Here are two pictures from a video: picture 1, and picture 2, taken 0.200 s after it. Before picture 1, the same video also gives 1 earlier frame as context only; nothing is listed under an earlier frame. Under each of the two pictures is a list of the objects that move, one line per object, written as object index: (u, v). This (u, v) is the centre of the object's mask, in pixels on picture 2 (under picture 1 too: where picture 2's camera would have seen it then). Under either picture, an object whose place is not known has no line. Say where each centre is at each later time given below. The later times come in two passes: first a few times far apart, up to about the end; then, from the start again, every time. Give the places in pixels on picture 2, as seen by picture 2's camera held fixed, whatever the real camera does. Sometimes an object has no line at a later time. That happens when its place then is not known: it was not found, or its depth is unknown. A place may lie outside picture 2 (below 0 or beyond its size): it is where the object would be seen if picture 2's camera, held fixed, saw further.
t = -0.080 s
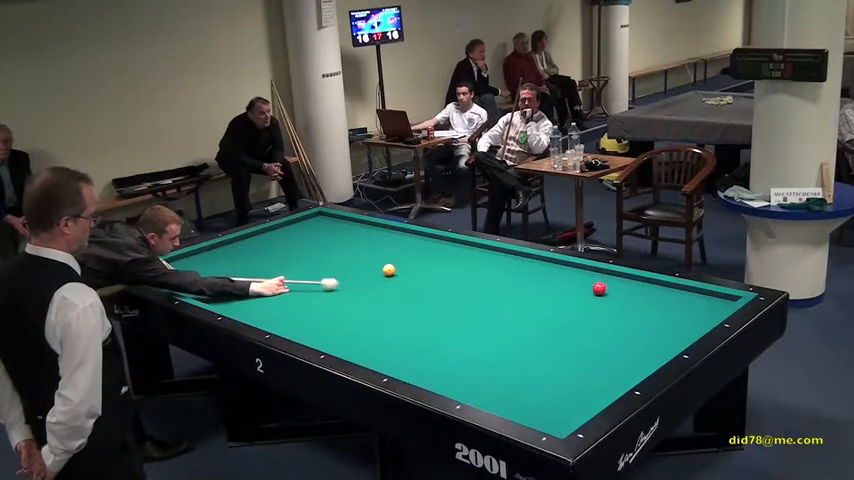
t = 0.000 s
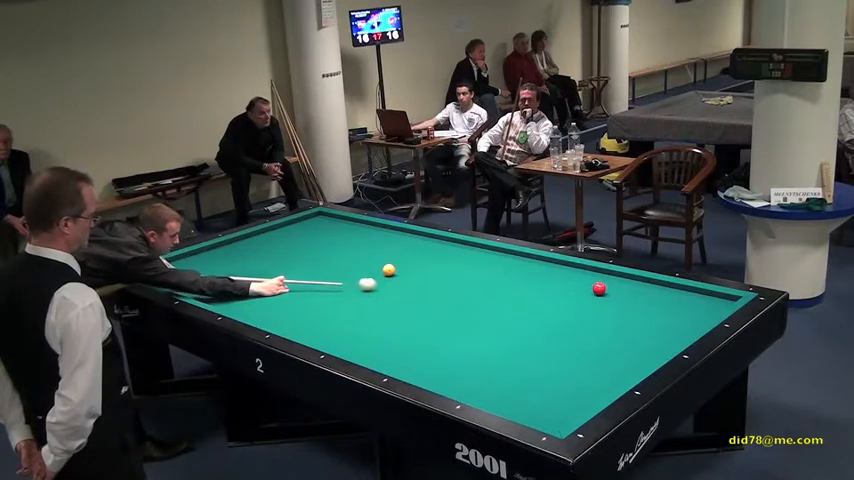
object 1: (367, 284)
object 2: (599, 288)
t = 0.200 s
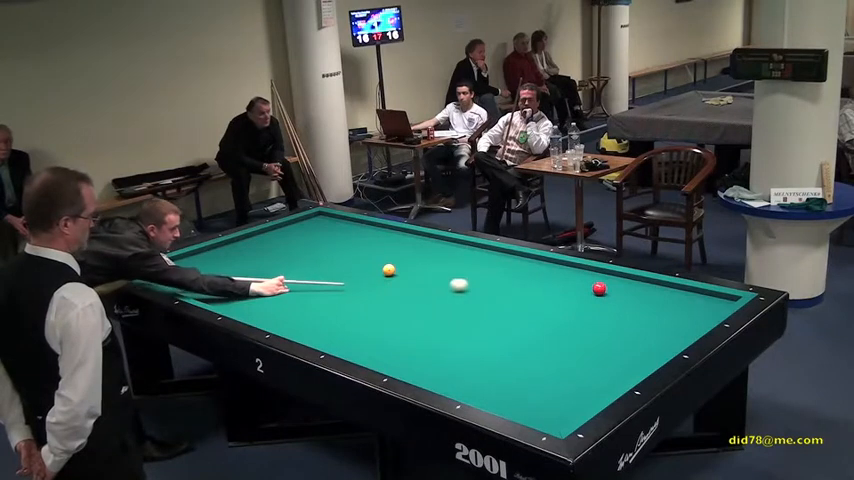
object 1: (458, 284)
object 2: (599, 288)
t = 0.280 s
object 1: (496, 285)
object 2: (599, 288)
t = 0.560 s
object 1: (600, 280)
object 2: (631, 294)
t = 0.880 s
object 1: (627, 289)
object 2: (706, 308)
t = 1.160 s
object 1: (643, 309)
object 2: (661, 295)
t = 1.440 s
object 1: (661, 331)
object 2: (625, 285)
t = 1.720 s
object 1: (649, 347)
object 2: (593, 276)
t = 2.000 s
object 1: (606, 355)
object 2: (563, 267)
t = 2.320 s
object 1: (556, 364)
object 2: (532, 259)
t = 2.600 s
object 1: (512, 372)
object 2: (507, 251)
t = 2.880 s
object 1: (469, 379)
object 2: (481, 247)
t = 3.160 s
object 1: (439, 378)
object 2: (456, 243)
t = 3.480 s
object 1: (433, 363)
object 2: (430, 239)
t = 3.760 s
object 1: (430, 350)
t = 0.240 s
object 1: (477, 285)
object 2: (599, 288)
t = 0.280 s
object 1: (496, 285)
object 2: (599, 288)
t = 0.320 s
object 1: (516, 285)
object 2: (599, 288)
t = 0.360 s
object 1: (535, 285)
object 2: (599, 288)
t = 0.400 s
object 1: (554, 285)
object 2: (599, 288)
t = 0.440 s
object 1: (573, 285)
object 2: (599, 288)
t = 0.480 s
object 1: (589, 285)
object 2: (603, 289)
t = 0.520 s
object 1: (595, 282)
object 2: (617, 291)
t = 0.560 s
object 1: (600, 280)
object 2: (631, 294)
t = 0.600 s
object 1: (608, 278)
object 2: (646, 297)
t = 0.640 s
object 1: (614, 276)
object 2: (659, 300)
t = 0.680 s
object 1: (620, 275)
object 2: (673, 302)
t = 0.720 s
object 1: (620, 278)
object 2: (685, 305)
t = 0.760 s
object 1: (621, 281)
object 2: (697, 308)
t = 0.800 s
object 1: (623, 284)
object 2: (709, 310)
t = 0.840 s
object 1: (625, 287)
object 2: (714, 310)
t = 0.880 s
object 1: (627, 289)
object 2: (706, 308)
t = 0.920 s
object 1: (629, 292)
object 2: (697, 306)
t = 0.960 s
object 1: (631, 295)
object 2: (690, 304)
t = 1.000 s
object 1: (633, 297)
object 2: (684, 302)
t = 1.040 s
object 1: (636, 300)
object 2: (678, 300)
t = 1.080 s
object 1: (638, 303)
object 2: (672, 299)
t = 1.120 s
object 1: (641, 306)
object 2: (667, 297)
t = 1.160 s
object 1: (643, 309)
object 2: (661, 295)
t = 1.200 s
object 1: (645, 312)
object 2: (656, 294)
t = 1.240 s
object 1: (648, 315)
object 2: (651, 292)
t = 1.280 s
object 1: (650, 318)
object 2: (646, 291)
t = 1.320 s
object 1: (653, 321)
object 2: (640, 290)
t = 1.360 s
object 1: (655, 325)
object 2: (636, 288)
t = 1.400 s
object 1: (658, 328)
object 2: (631, 287)
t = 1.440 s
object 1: (661, 331)
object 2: (625, 285)
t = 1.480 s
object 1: (663, 335)
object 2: (620, 284)
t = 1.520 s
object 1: (666, 338)
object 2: (616, 282)
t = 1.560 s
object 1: (668, 341)
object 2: (611, 281)
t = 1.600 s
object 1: (668, 343)
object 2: (607, 280)
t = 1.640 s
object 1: (661, 345)
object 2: (602, 278)
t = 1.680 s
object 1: (655, 346)
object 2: (598, 277)
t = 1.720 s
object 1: (649, 347)
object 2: (593, 276)
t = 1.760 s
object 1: (643, 348)
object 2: (588, 274)
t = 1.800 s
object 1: (637, 350)
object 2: (584, 273)
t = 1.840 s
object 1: (630, 351)
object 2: (580, 272)
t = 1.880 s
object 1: (624, 352)
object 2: (576, 271)
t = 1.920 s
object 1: (618, 353)
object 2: (571, 270)
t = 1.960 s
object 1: (612, 354)
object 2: (567, 268)
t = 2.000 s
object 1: (606, 355)
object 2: (563, 267)
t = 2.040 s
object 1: (599, 356)
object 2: (559, 266)
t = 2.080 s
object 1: (593, 357)
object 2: (555, 265)
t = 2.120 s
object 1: (587, 359)
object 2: (551, 264)
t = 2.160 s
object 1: (581, 360)
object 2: (547, 263)
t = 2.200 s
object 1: (575, 361)
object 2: (543, 262)
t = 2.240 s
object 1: (568, 362)
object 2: (539, 261)
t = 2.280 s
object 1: (562, 363)
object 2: (536, 259)
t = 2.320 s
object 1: (556, 364)
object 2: (532, 259)
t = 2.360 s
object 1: (550, 365)
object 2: (528, 257)
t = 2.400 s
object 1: (544, 366)
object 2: (525, 256)
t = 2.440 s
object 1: (537, 367)
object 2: (521, 255)
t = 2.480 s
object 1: (531, 368)
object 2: (517, 254)
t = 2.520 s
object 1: (525, 369)
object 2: (514, 253)
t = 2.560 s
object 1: (519, 371)
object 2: (511, 252)
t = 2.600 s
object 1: (512, 372)
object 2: (507, 251)
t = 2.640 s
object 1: (506, 373)
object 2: (503, 251)
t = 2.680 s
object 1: (500, 374)
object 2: (499, 249)
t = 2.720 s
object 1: (494, 375)
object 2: (495, 249)
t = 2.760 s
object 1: (488, 376)
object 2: (491, 249)
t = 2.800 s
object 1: (481, 377)
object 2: (488, 248)
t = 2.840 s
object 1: (475, 378)
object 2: (484, 247)
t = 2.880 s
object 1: (469, 379)
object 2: (481, 247)
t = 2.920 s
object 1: (463, 380)
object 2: (477, 246)
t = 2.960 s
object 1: (457, 381)
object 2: (474, 246)
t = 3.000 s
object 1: (451, 382)
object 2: (470, 245)
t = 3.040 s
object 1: (445, 382)
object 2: (466, 244)
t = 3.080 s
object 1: (440, 381)
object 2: (463, 244)
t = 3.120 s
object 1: (439, 380)
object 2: (460, 243)
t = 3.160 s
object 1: (439, 378)
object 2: (456, 243)
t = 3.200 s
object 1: (438, 377)
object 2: (453, 242)
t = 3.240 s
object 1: (437, 375)
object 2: (450, 241)
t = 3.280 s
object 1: (436, 373)
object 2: (447, 241)
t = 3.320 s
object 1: (436, 371)
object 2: (443, 240)
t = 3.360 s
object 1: (435, 369)
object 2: (440, 240)
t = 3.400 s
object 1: (434, 367)
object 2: (437, 239)
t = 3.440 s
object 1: (434, 365)
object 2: (433, 239)
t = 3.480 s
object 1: (433, 363)
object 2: (430, 239)
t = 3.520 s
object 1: (433, 361)
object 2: (428, 238)
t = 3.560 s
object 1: (432, 360)
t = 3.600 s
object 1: (431, 358)
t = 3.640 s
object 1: (431, 356)
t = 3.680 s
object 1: (431, 354)
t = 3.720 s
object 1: (430, 352)
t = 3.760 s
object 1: (430, 350)
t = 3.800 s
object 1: (429, 349)
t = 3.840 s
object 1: (429, 347)
